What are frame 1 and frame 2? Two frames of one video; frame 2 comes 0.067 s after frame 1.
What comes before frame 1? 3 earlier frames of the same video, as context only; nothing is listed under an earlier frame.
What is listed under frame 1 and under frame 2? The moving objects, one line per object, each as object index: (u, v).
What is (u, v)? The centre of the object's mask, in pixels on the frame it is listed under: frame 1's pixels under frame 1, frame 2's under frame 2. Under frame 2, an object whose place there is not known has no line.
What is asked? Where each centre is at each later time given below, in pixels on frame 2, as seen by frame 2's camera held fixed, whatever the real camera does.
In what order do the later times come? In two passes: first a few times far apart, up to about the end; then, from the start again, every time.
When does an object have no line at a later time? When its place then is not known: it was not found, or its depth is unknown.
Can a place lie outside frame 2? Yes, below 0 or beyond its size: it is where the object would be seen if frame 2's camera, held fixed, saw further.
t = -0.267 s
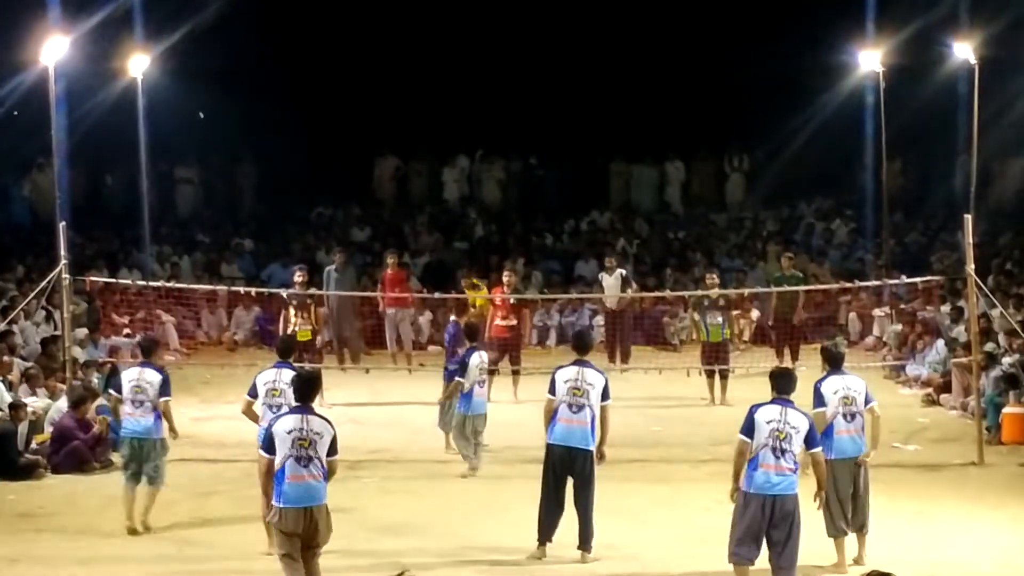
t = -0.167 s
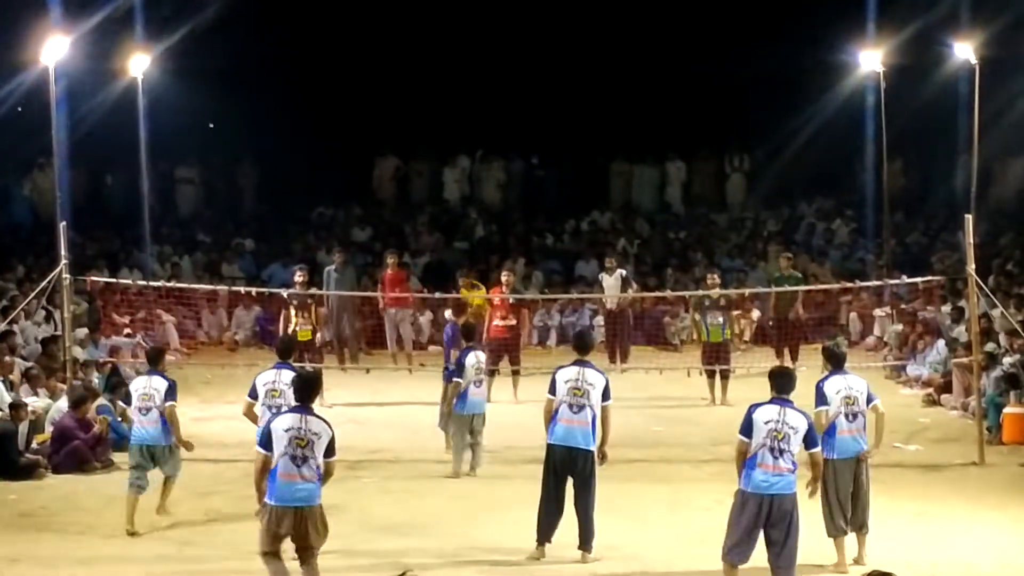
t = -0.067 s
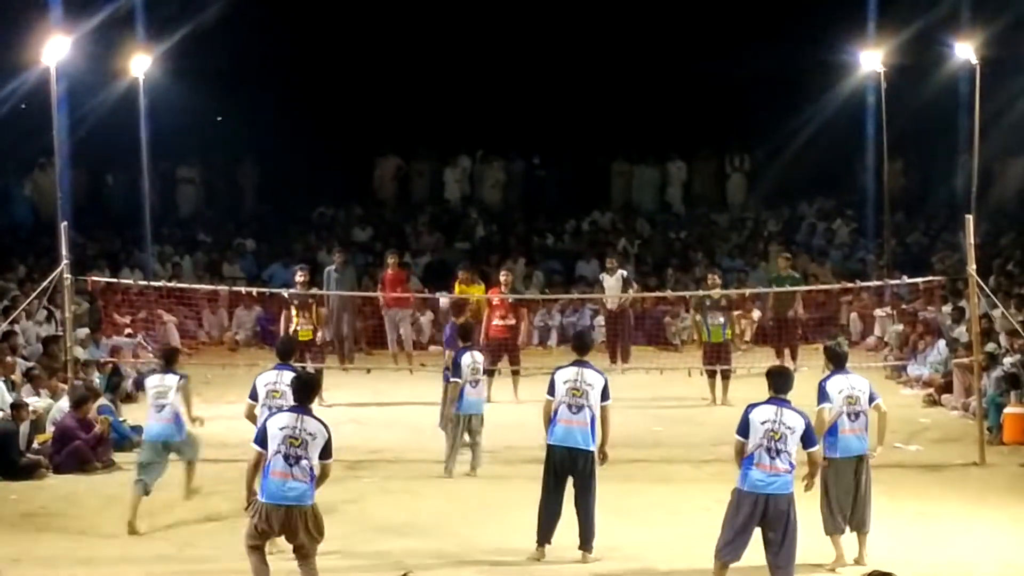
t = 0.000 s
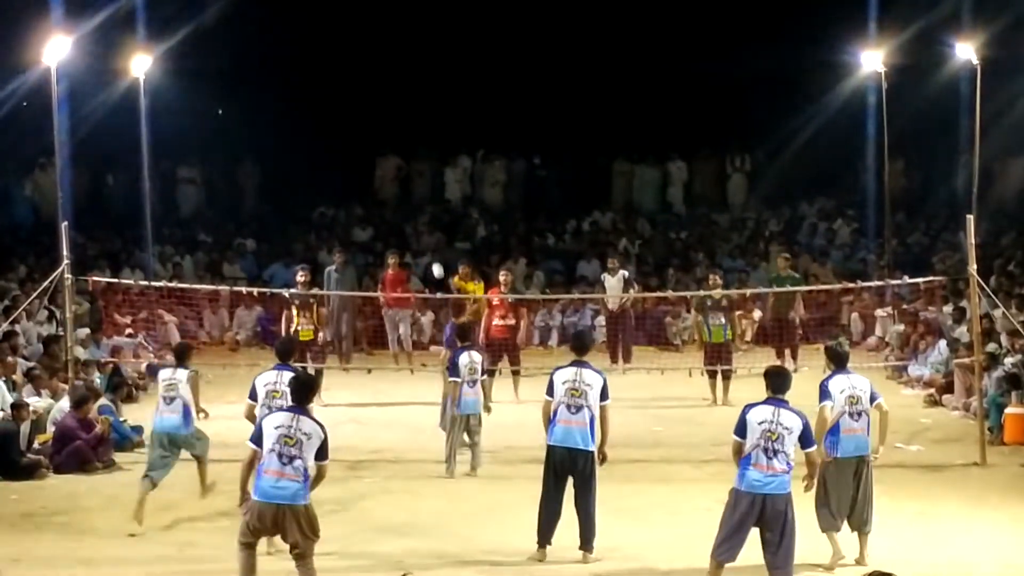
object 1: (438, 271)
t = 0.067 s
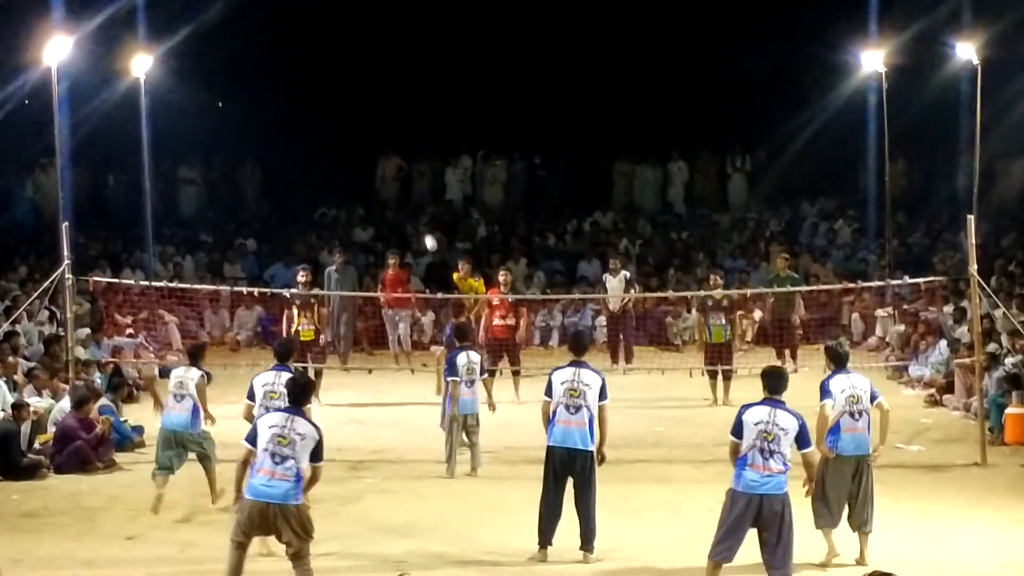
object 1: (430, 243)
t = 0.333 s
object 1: (393, 155)
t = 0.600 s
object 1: (346, 115)
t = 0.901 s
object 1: (276, 153)
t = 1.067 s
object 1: (228, 224)
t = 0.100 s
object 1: (426, 228)
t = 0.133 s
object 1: (422, 217)
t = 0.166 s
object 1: (417, 205)
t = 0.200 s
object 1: (413, 195)
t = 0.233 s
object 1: (409, 184)
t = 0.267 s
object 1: (404, 174)
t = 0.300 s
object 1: (398, 164)
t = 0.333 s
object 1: (393, 155)
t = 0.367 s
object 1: (387, 147)
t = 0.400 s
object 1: (382, 140)
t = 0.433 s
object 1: (376, 134)
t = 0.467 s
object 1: (370, 128)
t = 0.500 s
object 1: (364, 124)
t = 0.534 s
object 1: (358, 120)
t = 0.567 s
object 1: (352, 117)
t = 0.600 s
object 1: (346, 115)
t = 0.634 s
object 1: (339, 115)
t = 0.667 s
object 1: (333, 115)
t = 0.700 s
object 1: (325, 116)
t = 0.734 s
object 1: (318, 119)
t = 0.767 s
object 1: (310, 123)
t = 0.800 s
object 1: (303, 128)
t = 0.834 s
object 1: (294, 135)
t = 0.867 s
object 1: (285, 143)
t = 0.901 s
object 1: (276, 153)
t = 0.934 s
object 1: (267, 163)
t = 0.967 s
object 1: (257, 175)
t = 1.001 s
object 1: (248, 190)
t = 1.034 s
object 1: (238, 205)
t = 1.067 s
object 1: (228, 224)
